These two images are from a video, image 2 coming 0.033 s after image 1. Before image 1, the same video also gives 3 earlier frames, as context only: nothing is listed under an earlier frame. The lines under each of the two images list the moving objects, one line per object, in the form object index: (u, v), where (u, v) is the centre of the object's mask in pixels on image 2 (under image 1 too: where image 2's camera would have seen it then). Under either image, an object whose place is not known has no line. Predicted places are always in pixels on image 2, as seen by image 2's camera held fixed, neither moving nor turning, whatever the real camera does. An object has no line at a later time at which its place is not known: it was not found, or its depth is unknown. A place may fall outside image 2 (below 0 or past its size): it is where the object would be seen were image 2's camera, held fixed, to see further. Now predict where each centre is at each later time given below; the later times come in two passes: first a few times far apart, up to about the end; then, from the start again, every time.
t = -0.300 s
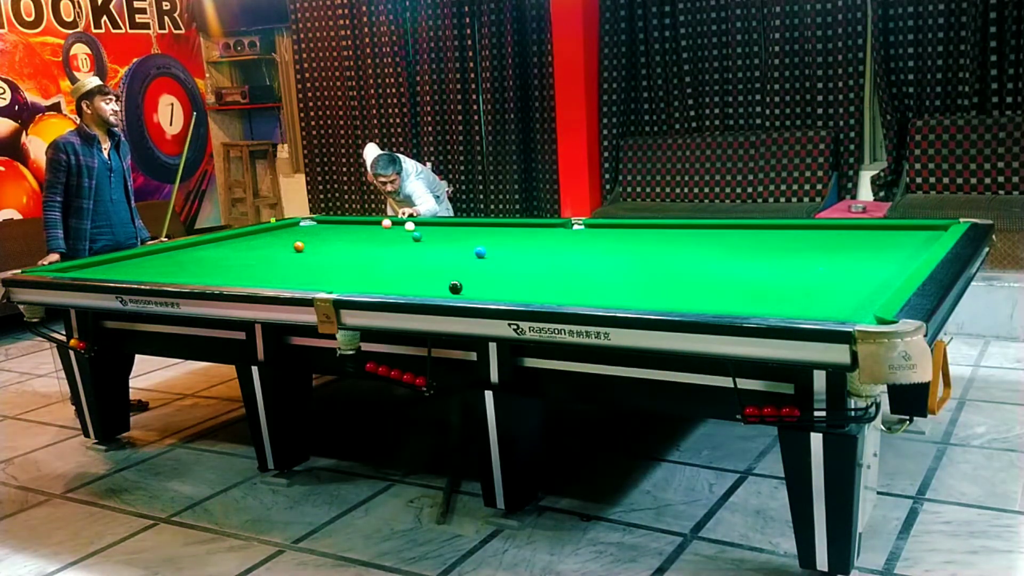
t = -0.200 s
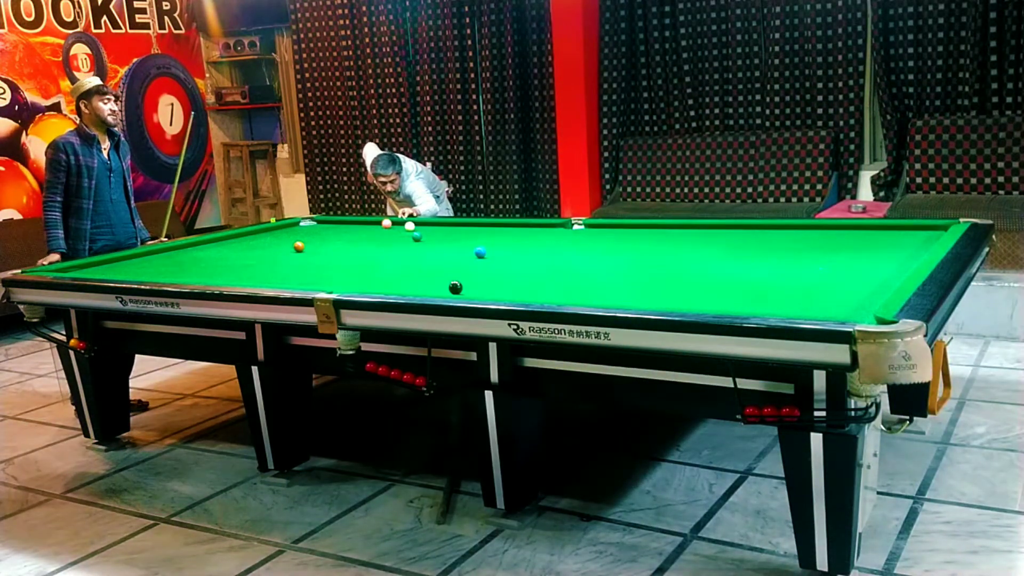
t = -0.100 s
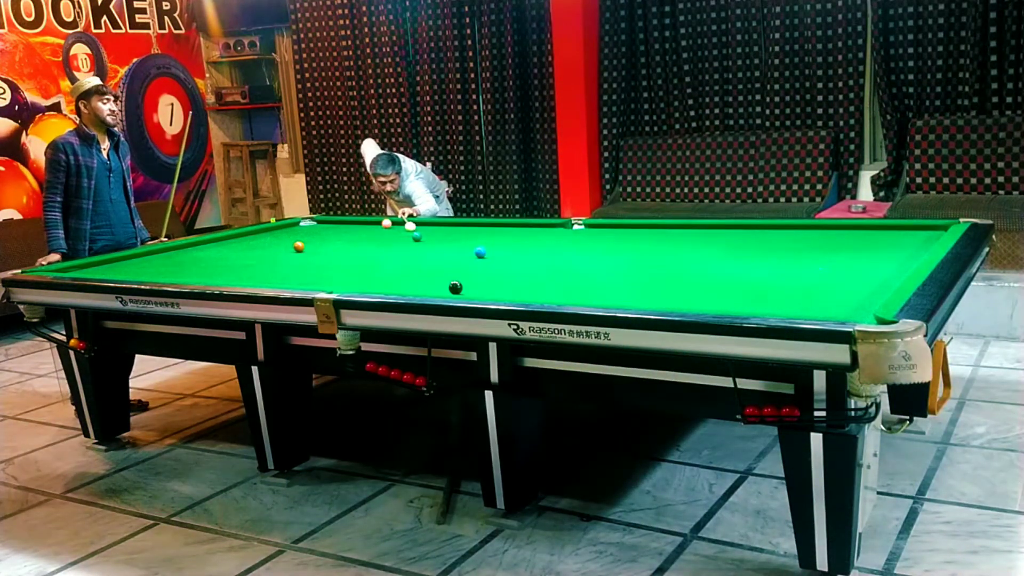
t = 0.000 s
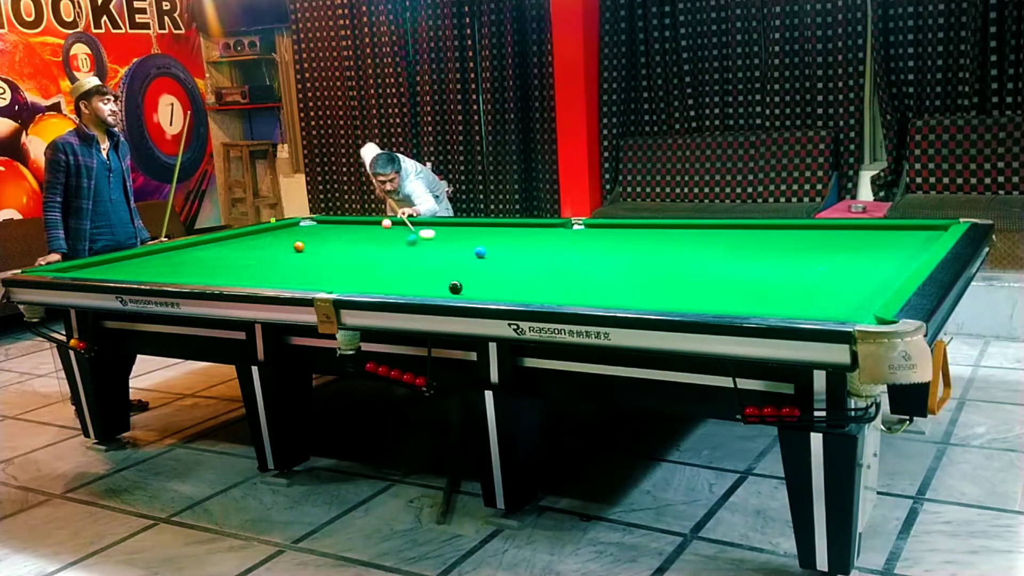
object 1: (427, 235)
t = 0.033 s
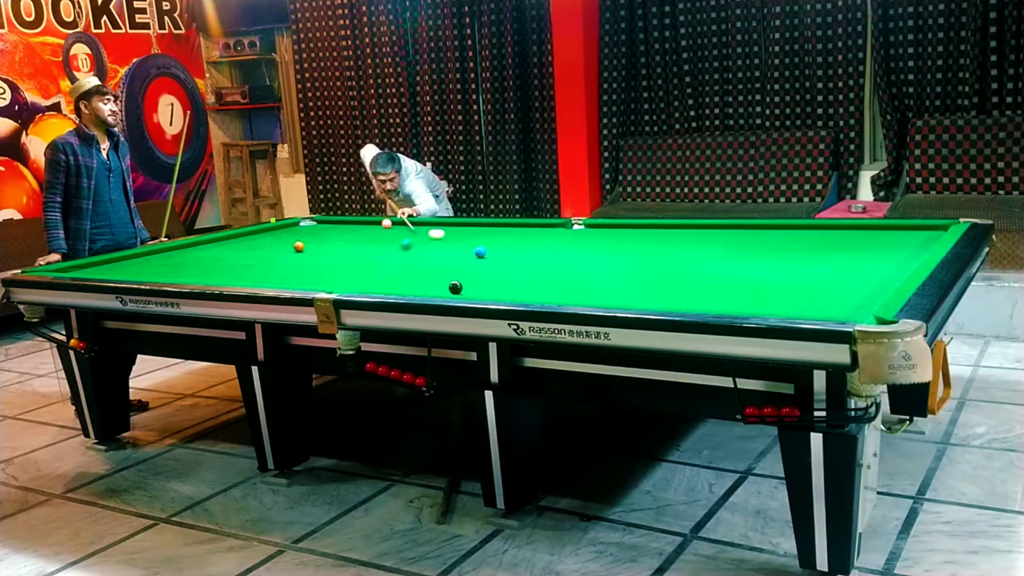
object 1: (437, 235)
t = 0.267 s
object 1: (499, 238)
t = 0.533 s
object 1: (568, 238)
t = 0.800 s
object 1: (644, 239)
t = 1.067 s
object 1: (727, 240)
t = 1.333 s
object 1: (816, 241)
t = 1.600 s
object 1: (913, 243)
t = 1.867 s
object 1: (870, 242)
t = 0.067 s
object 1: (446, 235)
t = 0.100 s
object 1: (455, 235)
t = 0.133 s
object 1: (464, 235)
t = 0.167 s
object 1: (472, 235)
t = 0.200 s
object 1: (481, 235)
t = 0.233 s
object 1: (491, 238)
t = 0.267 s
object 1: (499, 238)
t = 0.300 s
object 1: (506, 237)
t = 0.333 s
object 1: (515, 237)
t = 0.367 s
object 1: (524, 237)
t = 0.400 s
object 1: (532, 237)
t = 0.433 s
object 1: (541, 237)
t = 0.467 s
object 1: (550, 238)
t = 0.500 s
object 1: (559, 238)
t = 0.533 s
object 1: (568, 238)
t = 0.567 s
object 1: (577, 237)
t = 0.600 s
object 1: (586, 238)
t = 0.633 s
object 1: (596, 238)
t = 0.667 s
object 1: (605, 238)
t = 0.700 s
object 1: (615, 238)
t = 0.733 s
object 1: (624, 238)
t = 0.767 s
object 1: (634, 239)
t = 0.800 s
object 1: (644, 239)
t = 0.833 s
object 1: (654, 239)
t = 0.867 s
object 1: (664, 239)
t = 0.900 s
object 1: (674, 239)
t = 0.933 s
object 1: (684, 239)
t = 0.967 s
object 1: (695, 239)
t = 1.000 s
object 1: (705, 240)
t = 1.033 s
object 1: (716, 240)
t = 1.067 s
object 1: (727, 240)
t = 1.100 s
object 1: (737, 240)
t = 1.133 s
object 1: (748, 240)
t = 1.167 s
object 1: (759, 240)
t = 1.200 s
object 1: (771, 240)
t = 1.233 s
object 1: (782, 241)
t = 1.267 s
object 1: (793, 241)
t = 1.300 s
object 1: (805, 241)
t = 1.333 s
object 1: (816, 241)
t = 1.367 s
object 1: (828, 241)
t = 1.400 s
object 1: (840, 241)
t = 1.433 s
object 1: (852, 242)
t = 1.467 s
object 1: (864, 242)
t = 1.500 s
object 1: (876, 242)
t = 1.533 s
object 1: (888, 242)
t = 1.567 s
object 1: (900, 242)
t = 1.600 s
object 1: (913, 243)
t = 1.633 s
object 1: (924, 242)
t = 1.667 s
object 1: (926, 242)
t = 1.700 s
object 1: (917, 243)
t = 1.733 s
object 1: (907, 243)
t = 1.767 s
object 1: (897, 242)
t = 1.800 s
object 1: (888, 242)
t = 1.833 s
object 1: (879, 242)
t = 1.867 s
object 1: (870, 242)
